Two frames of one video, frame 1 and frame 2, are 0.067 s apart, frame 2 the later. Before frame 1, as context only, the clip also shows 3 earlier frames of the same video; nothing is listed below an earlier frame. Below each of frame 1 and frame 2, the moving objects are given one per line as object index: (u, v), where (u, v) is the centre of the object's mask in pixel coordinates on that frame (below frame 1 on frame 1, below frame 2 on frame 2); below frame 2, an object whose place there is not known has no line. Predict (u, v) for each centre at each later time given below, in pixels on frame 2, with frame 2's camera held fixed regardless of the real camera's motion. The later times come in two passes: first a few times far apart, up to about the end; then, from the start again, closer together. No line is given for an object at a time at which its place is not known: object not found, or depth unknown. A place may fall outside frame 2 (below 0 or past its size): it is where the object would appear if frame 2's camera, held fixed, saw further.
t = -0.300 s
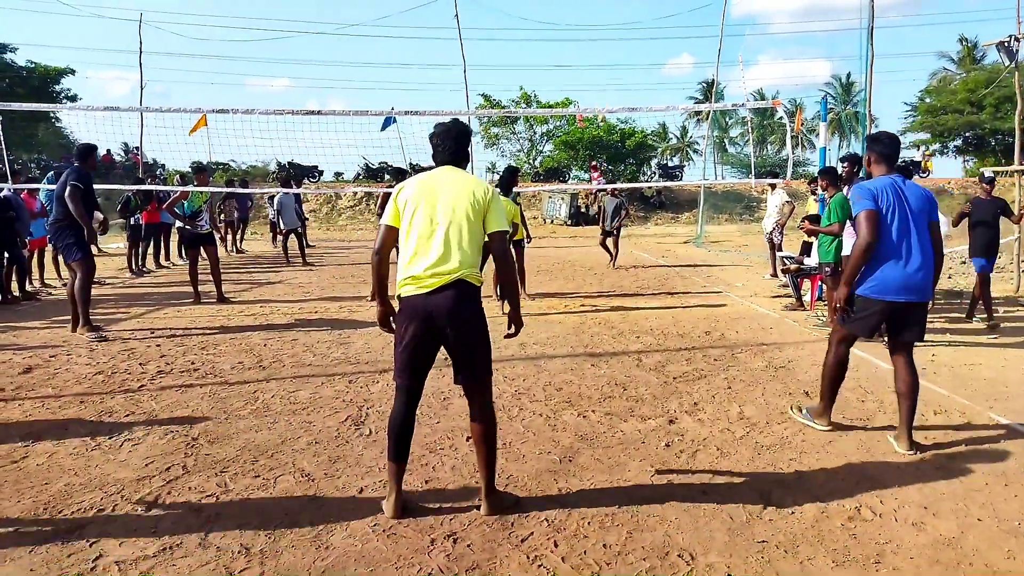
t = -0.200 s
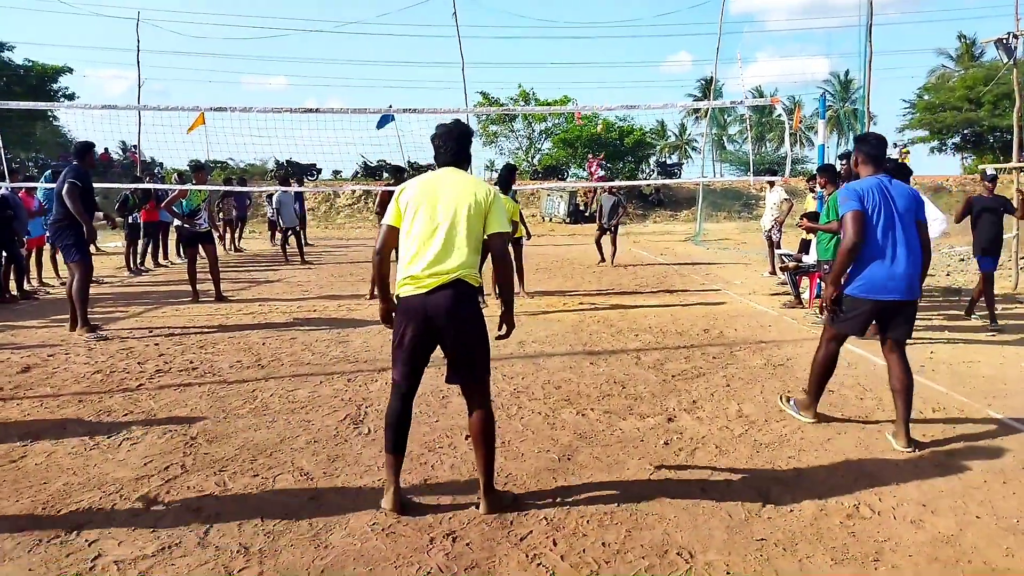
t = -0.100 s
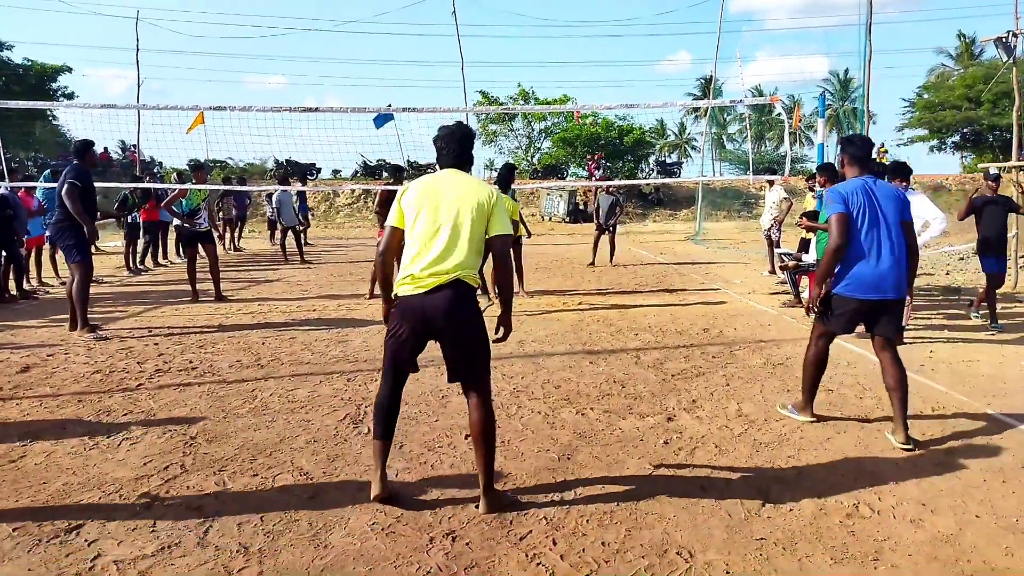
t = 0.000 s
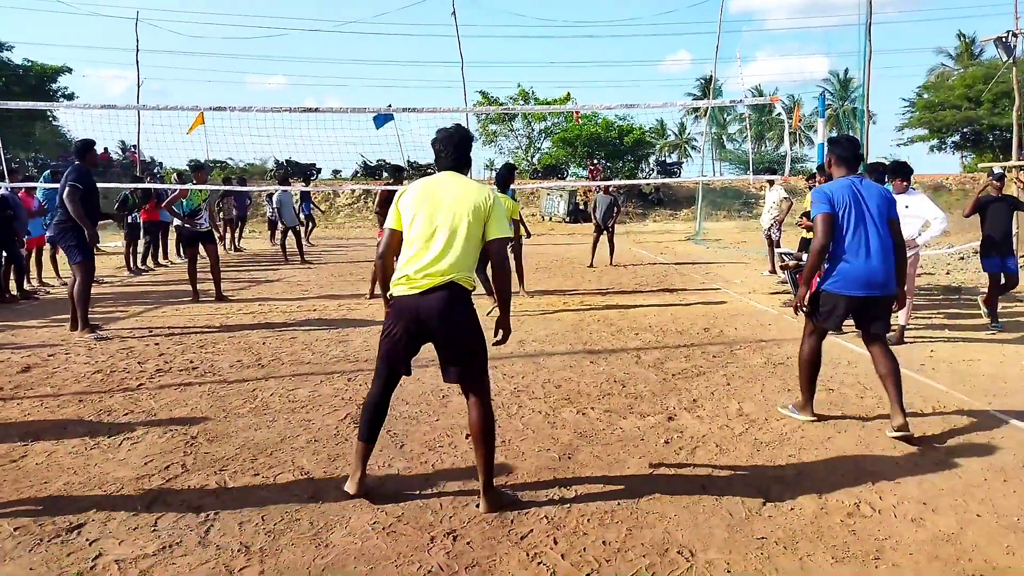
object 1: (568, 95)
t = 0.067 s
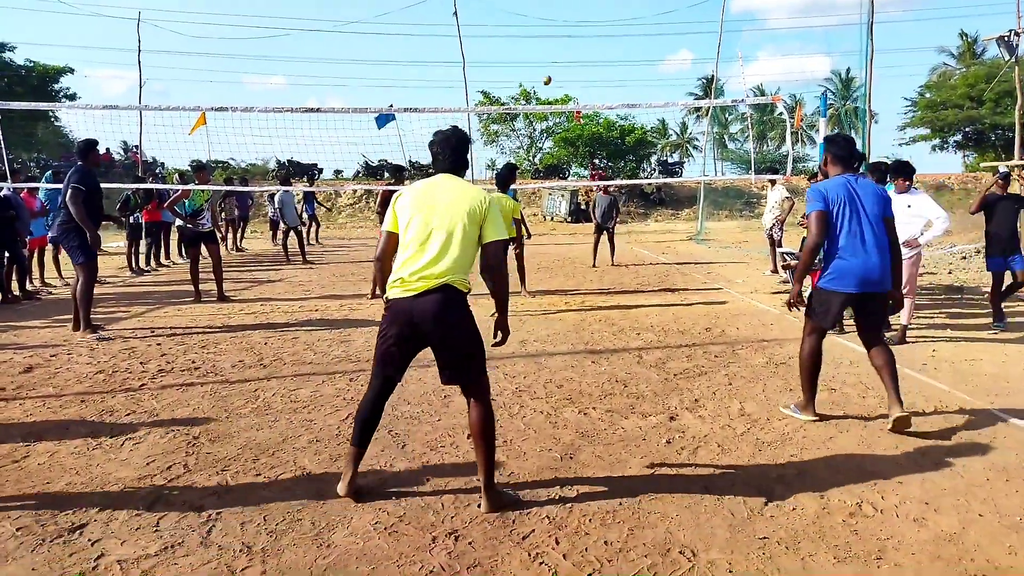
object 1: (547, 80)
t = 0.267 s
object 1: (457, 48)
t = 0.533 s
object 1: (234, 63)
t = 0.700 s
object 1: (-28, 152)
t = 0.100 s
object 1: (535, 73)
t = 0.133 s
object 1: (522, 66)
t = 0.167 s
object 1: (507, 61)
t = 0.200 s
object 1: (492, 56)
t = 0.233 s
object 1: (476, 52)
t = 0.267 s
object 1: (457, 48)
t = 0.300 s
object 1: (438, 45)
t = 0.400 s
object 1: (367, 43)
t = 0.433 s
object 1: (337, 46)
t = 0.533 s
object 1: (234, 63)
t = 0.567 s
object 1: (193, 74)
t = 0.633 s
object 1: (94, 105)
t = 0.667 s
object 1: (35, 125)
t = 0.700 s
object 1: (-28, 152)
